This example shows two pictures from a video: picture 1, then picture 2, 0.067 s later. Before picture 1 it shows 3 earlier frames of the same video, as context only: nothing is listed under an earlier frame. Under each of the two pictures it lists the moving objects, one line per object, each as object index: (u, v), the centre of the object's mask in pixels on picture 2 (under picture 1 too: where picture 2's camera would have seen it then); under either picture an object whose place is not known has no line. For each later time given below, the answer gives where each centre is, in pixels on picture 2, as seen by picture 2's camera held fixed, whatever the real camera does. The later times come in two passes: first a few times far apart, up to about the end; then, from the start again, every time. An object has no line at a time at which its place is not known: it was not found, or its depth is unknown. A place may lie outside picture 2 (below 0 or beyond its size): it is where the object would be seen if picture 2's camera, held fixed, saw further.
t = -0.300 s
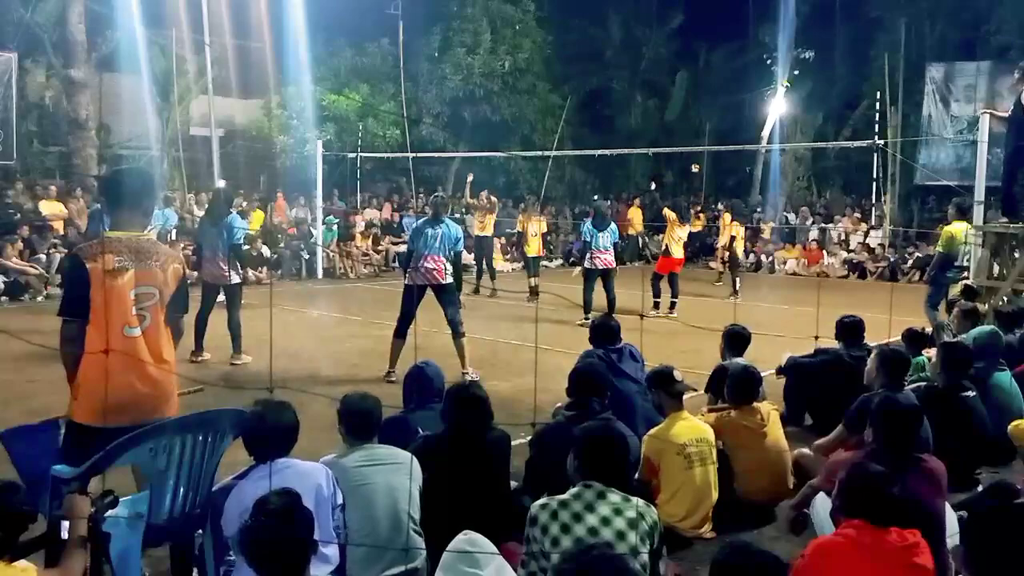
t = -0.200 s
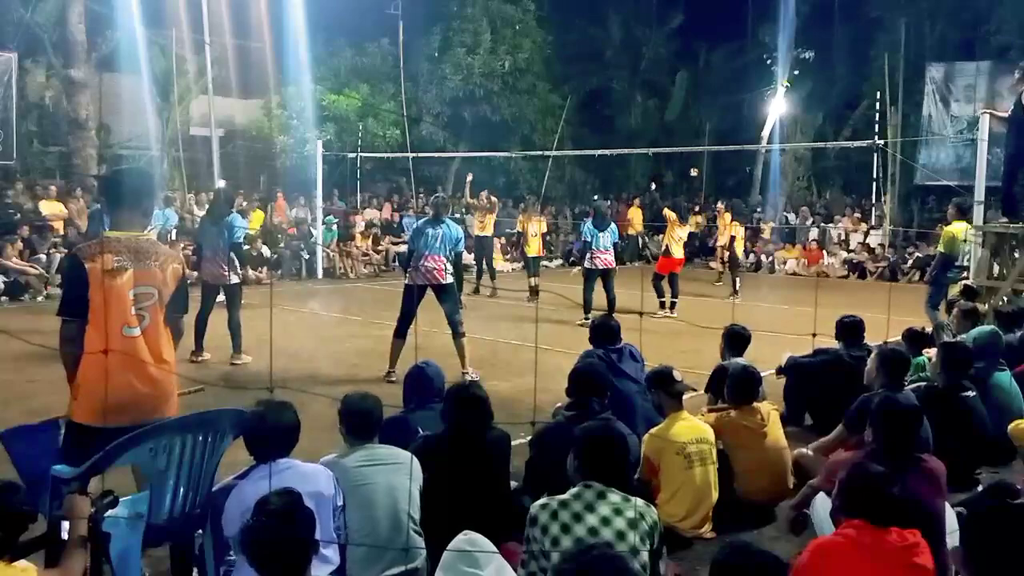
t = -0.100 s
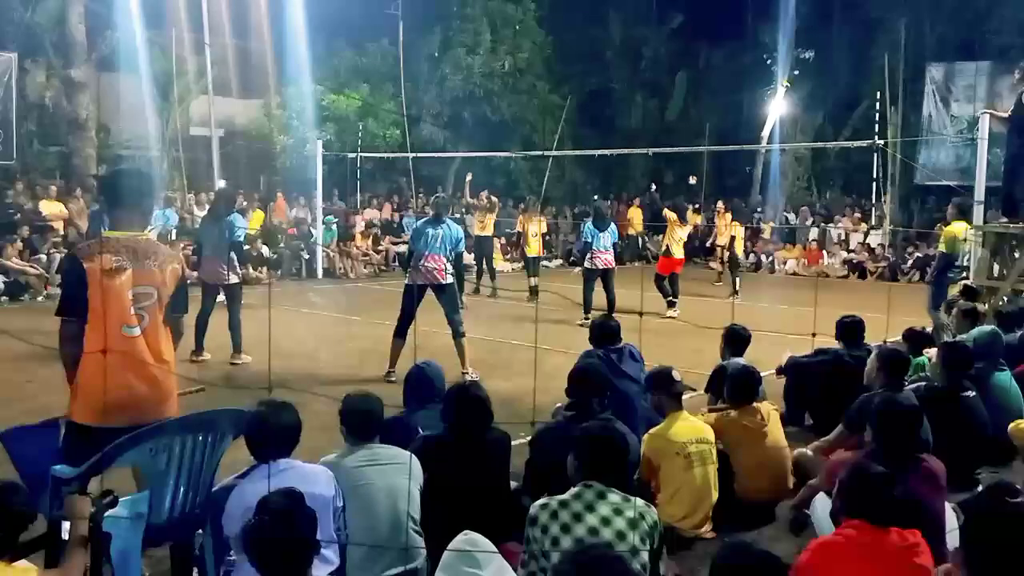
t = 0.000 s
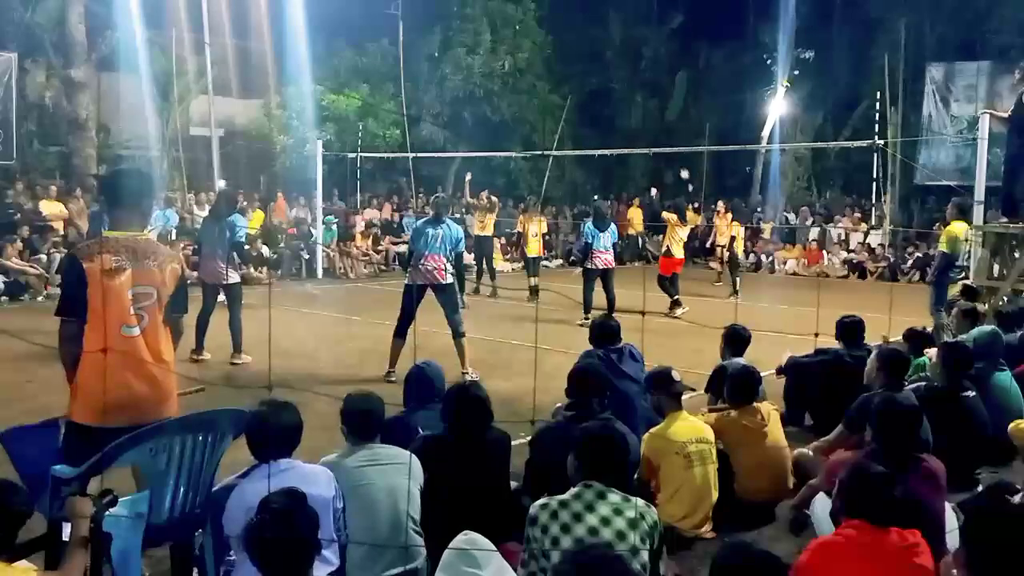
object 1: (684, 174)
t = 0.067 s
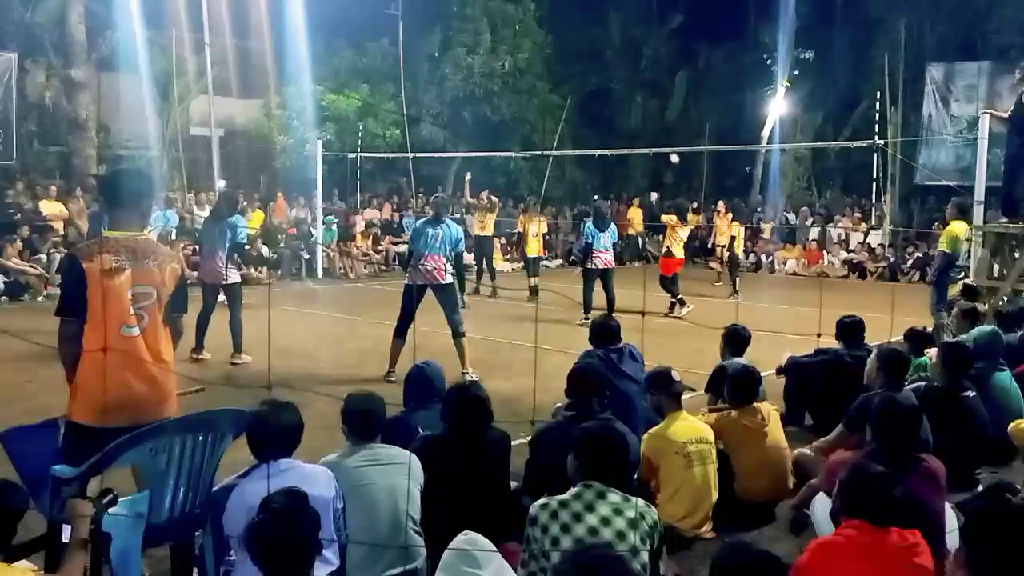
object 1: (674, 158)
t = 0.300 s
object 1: (633, 106)
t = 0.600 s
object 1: (570, 70)
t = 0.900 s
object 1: (479, 73)
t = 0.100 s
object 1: (669, 150)
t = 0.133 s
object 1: (662, 141)
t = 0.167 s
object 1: (657, 134)
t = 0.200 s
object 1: (651, 126)
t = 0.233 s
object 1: (645, 119)
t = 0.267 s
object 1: (639, 113)
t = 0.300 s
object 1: (633, 106)
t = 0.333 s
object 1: (626, 100)
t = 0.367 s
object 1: (620, 95)
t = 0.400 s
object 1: (613, 90)
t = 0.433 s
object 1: (607, 86)
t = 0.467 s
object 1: (600, 82)
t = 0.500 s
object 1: (593, 78)
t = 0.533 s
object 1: (586, 75)
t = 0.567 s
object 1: (578, 72)
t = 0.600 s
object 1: (570, 70)
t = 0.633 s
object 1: (561, 68)
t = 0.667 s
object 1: (553, 67)
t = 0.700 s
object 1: (543, 65)
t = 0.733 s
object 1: (534, 65)
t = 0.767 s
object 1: (524, 65)
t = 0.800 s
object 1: (514, 66)
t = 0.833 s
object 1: (503, 67)
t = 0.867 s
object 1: (492, 70)
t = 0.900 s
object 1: (479, 73)
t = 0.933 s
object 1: (465, 78)
